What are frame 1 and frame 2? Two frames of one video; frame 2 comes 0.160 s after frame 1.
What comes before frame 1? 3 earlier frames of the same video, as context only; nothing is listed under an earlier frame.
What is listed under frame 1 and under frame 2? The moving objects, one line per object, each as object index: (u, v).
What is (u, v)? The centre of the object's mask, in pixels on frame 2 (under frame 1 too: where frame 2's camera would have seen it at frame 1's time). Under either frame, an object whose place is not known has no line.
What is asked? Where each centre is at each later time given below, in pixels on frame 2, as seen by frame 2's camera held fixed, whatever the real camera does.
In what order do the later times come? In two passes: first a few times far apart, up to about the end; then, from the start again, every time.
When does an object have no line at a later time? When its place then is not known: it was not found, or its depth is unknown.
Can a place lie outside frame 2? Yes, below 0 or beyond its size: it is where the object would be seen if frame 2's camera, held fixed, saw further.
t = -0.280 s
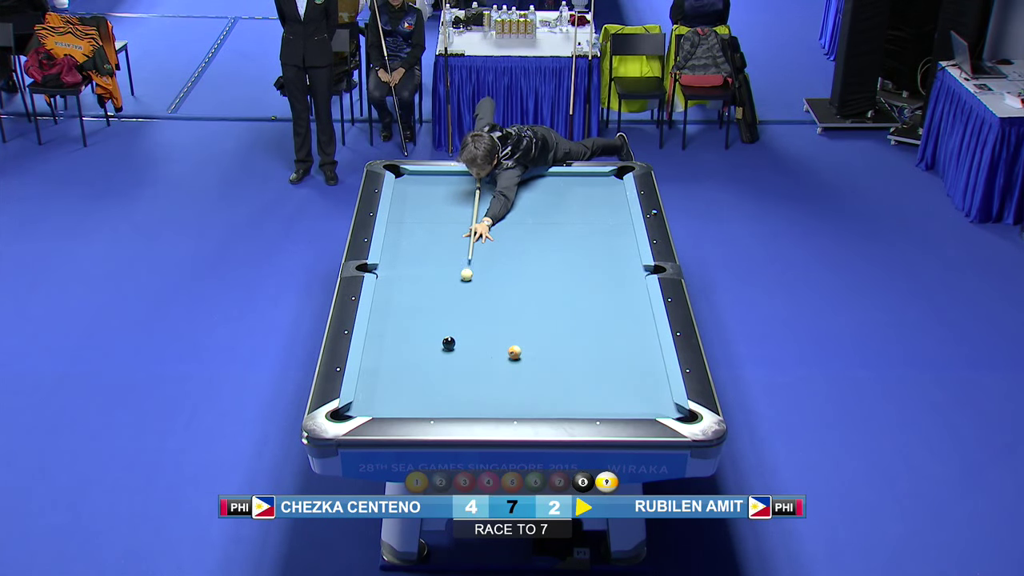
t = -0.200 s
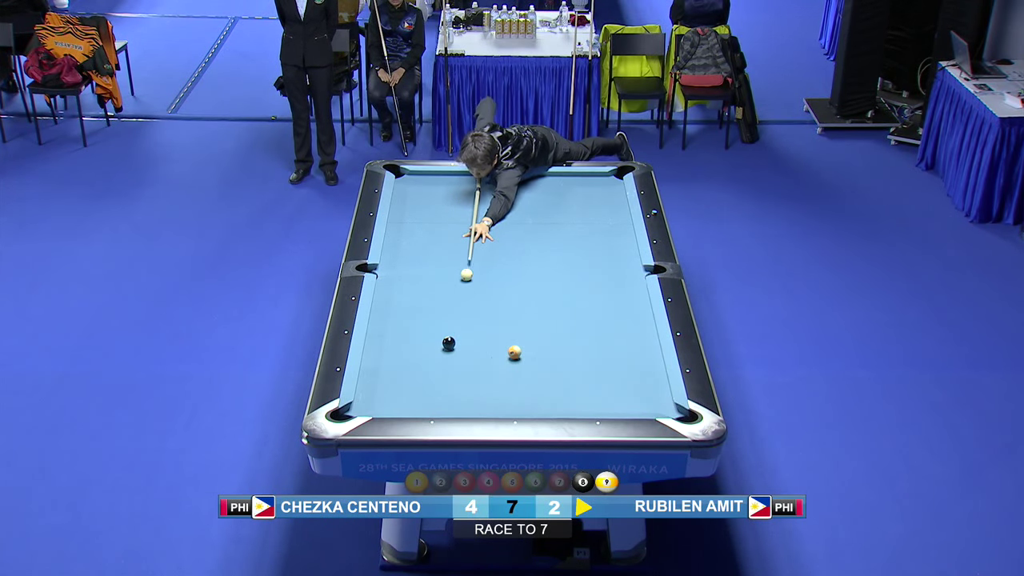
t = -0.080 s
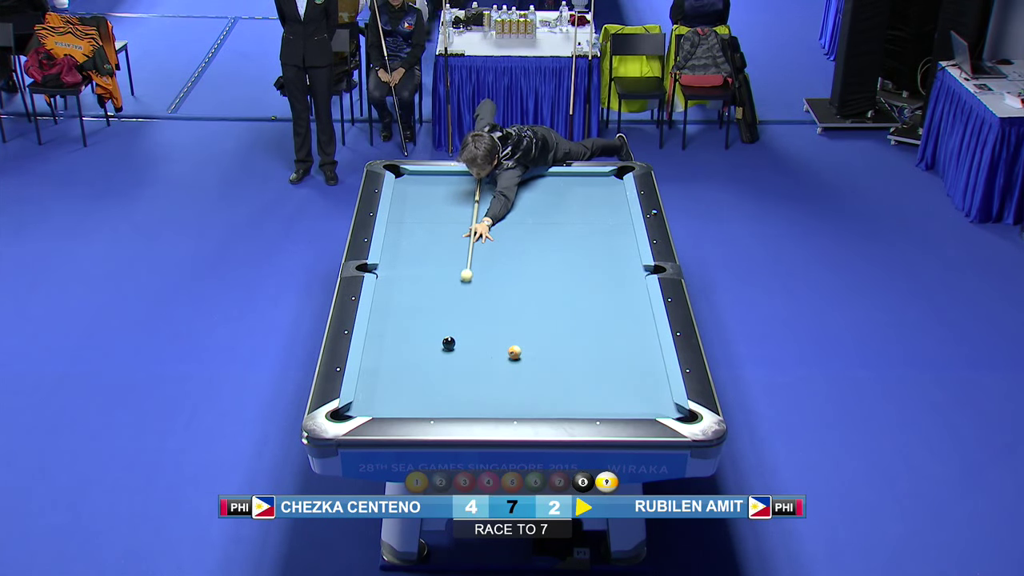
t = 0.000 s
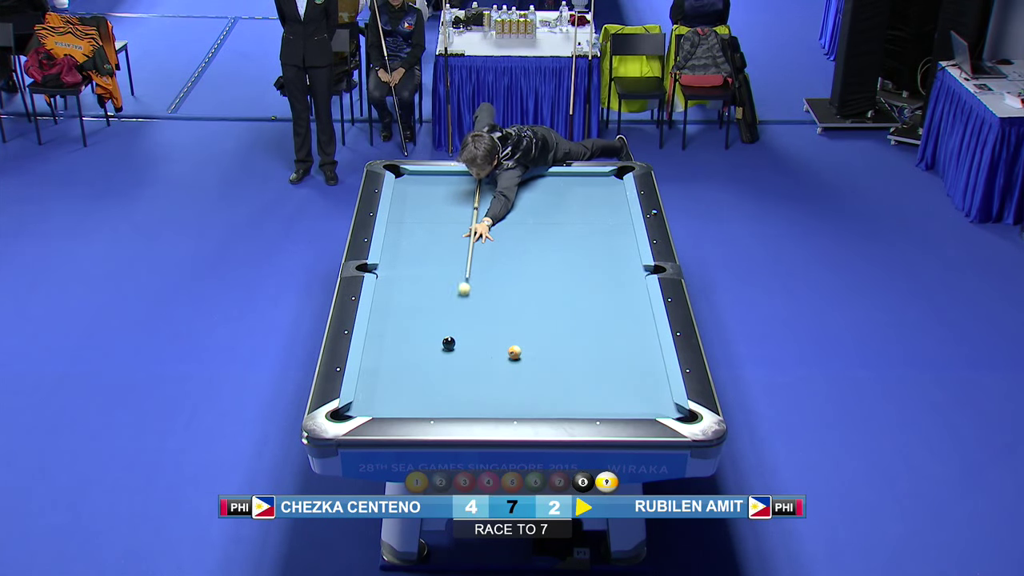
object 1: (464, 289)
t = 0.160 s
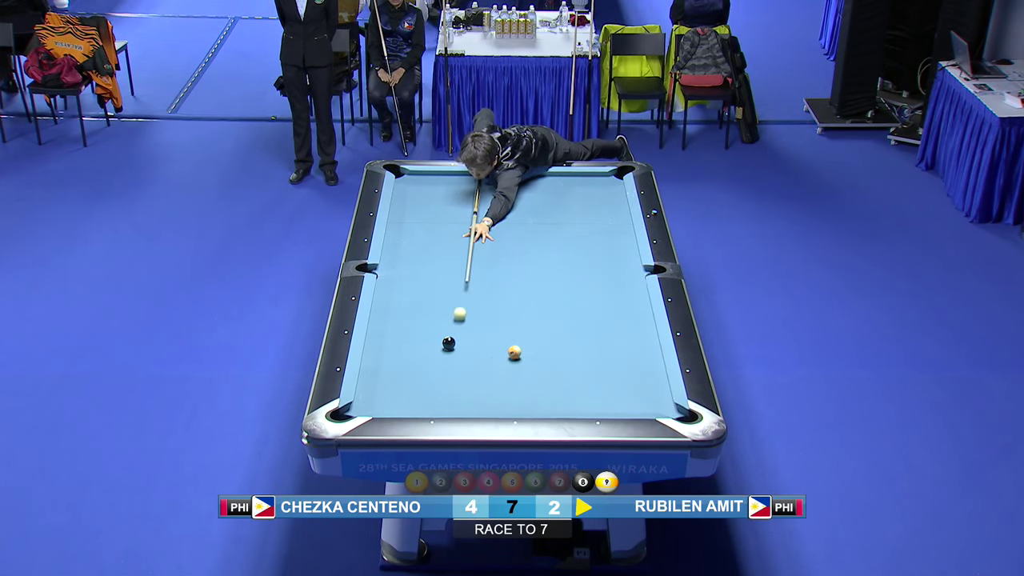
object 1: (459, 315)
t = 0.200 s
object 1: (458, 321)
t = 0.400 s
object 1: (466, 342)
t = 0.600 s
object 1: (485, 355)
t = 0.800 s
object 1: (503, 370)
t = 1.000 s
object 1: (522, 384)
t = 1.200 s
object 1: (540, 398)
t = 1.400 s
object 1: (559, 407)
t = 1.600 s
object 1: (573, 403)
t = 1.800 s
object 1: (586, 396)
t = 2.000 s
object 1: (598, 389)
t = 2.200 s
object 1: (610, 383)
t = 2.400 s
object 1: (621, 377)
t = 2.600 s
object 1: (631, 371)
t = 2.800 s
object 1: (641, 366)
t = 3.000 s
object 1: (649, 361)
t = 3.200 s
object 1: (656, 358)
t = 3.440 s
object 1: (650, 353)
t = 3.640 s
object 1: (645, 351)
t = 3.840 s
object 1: (641, 347)
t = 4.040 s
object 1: (638, 346)
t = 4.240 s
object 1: (635, 344)
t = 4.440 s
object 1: (632, 342)
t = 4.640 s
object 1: (630, 341)
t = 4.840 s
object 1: (629, 340)
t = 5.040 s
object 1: (627, 339)
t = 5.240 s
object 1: (627, 338)
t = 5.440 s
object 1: (626, 338)
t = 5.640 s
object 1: (626, 338)
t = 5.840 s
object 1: (626, 338)
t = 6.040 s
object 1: (626, 338)
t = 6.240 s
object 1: (626, 338)
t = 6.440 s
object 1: (626, 338)
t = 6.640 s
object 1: (626, 338)
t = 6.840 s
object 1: (626, 338)
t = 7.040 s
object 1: (626, 338)
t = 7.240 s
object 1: (626, 338)
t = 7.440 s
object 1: (626, 338)
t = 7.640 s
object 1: (626, 338)
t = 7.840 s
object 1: (626, 338)
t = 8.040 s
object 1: (626, 338)
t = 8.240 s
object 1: (626, 338)
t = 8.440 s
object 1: (626, 338)
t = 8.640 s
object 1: (626, 338)
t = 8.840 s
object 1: (626, 338)
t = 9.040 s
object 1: (626, 338)
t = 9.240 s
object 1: (626, 338)
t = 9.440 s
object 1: (626, 338)
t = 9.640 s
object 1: (626, 338)
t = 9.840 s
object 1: (626, 338)
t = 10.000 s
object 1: (626, 338)
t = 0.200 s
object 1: (458, 321)
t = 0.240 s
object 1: (457, 327)
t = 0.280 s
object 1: (457, 333)
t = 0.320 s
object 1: (457, 338)
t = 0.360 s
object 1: (462, 340)
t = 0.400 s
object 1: (466, 342)
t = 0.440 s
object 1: (470, 344)
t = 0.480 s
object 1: (474, 347)
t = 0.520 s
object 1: (477, 350)
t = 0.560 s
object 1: (481, 353)
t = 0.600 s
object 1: (485, 355)
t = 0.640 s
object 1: (488, 358)
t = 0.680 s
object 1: (492, 361)
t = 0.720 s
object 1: (495, 364)
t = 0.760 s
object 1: (499, 367)
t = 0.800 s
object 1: (503, 370)
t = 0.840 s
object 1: (506, 372)
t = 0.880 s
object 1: (510, 375)
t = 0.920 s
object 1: (514, 378)
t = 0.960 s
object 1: (518, 381)
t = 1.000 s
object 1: (522, 384)
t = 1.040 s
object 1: (525, 387)
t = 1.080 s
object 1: (529, 389)
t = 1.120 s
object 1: (533, 392)
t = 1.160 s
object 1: (537, 395)
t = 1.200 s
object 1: (540, 398)
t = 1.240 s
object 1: (544, 401)
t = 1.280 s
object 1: (548, 403)
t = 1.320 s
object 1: (552, 405)
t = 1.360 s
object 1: (555, 406)
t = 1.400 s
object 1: (559, 407)
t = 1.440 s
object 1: (562, 406)
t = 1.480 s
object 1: (565, 405)
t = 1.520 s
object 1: (567, 405)
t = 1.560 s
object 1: (570, 404)
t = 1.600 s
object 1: (573, 403)
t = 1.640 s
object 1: (576, 401)
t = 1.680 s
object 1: (578, 400)
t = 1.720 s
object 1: (581, 399)
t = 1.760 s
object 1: (583, 397)
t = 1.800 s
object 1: (586, 396)
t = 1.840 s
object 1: (588, 394)
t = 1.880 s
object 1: (591, 393)
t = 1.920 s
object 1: (593, 392)
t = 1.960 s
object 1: (596, 390)
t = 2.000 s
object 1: (598, 389)
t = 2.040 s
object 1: (601, 387)
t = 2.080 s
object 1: (603, 386)
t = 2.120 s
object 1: (605, 385)
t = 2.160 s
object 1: (608, 383)
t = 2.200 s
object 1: (610, 383)
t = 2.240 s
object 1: (612, 381)
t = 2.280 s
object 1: (614, 380)
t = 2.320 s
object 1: (616, 379)
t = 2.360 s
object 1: (619, 378)
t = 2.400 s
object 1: (621, 377)
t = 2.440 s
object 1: (623, 376)
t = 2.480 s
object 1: (625, 374)
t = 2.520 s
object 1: (627, 374)
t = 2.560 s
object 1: (629, 372)
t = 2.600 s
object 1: (631, 371)
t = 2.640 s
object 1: (633, 370)
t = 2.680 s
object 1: (635, 369)
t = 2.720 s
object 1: (637, 368)
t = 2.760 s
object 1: (639, 367)
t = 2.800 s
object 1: (641, 366)
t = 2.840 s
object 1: (642, 366)
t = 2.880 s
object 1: (644, 364)
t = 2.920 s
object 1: (646, 363)
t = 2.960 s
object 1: (648, 362)
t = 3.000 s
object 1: (649, 361)
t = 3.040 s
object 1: (651, 361)
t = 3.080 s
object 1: (653, 360)
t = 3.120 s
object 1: (655, 359)
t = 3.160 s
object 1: (656, 358)
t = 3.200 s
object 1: (656, 358)
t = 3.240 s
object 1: (655, 357)
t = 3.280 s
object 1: (654, 356)
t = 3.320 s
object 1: (653, 355)
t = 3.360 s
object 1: (652, 354)
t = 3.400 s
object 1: (651, 354)
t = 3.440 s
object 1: (650, 353)
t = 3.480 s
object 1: (648, 353)
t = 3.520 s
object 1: (648, 352)
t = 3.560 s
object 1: (647, 352)
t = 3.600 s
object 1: (646, 351)
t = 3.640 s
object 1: (645, 351)
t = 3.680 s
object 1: (644, 350)
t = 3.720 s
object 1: (643, 350)
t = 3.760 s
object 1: (643, 349)
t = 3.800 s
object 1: (642, 348)
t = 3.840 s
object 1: (641, 347)
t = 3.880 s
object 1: (640, 347)
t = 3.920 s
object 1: (640, 347)
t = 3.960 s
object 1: (639, 346)
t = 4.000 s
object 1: (638, 346)
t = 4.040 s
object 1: (638, 346)
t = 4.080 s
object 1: (637, 345)
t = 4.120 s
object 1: (636, 345)
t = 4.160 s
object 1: (636, 344)
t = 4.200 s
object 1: (635, 344)
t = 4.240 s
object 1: (635, 344)
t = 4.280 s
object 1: (634, 343)
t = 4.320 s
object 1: (633, 343)
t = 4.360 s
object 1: (633, 343)
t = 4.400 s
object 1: (633, 342)
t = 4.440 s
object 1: (632, 342)
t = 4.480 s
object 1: (632, 342)
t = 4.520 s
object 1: (631, 341)
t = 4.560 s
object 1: (631, 341)
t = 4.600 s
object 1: (630, 341)
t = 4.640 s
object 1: (630, 341)
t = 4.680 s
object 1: (630, 340)
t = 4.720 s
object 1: (630, 340)
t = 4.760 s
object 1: (630, 340)
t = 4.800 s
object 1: (629, 340)
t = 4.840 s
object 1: (629, 340)
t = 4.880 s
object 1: (628, 339)
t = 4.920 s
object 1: (628, 339)
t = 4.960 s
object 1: (628, 339)
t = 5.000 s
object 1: (628, 339)
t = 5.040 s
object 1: (627, 339)
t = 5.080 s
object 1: (627, 339)
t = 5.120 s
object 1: (627, 338)
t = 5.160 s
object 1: (627, 338)
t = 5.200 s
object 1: (627, 338)
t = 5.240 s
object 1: (627, 338)
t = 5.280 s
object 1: (627, 338)
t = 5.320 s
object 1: (626, 338)
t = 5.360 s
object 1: (626, 338)
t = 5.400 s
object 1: (626, 338)
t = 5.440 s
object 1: (626, 338)
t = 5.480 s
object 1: (626, 338)
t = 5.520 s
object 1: (626, 338)
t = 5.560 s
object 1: (626, 338)
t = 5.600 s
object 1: (626, 338)
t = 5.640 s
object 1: (626, 338)
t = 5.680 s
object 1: (626, 338)
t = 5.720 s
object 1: (626, 338)
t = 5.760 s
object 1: (626, 338)
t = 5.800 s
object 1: (626, 338)
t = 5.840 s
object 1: (626, 338)
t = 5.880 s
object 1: (626, 338)
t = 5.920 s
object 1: (626, 338)
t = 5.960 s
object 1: (626, 338)
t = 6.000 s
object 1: (626, 338)
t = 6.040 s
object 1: (626, 338)
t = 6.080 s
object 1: (626, 338)
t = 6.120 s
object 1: (626, 338)
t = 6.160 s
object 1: (626, 338)
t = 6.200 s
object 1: (626, 338)
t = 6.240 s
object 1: (626, 338)
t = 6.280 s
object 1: (626, 338)
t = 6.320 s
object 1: (626, 338)
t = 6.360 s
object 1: (626, 338)
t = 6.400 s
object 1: (626, 338)
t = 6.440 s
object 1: (626, 338)
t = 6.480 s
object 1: (626, 338)
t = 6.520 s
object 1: (626, 338)
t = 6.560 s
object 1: (626, 338)
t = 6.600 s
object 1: (626, 338)
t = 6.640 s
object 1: (626, 338)
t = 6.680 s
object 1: (626, 338)
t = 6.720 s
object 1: (626, 338)
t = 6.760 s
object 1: (626, 338)
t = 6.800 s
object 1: (626, 338)
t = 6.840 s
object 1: (626, 338)
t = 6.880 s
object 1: (626, 338)
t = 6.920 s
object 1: (626, 338)
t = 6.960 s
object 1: (626, 338)
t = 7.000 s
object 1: (626, 338)
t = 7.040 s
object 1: (626, 338)
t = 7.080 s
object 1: (626, 338)
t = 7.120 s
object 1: (626, 338)
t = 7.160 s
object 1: (626, 338)
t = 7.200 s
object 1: (626, 338)
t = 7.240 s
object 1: (626, 338)
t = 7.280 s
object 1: (626, 338)
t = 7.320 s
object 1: (626, 338)
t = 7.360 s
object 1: (626, 338)
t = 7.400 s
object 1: (626, 338)
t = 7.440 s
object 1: (626, 338)
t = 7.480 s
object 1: (626, 338)
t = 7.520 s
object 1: (626, 338)
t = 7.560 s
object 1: (626, 338)
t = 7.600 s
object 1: (626, 338)
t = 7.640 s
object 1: (626, 338)
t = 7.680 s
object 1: (626, 338)
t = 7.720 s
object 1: (626, 338)
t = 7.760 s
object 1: (626, 338)
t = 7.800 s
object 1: (626, 338)
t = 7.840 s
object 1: (626, 338)
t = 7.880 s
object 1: (626, 338)
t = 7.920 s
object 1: (626, 338)
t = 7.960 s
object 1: (626, 338)
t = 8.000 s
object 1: (626, 338)
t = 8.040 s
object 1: (626, 338)
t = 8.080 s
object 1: (626, 338)
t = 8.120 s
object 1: (626, 338)
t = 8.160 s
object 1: (626, 338)
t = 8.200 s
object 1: (626, 338)
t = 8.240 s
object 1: (626, 338)
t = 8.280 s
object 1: (626, 338)
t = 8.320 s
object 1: (626, 338)
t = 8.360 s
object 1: (626, 338)
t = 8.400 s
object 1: (626, 338)
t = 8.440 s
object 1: (626, 338)
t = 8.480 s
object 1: (626, 338)
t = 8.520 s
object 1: (626, 338)
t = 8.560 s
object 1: (626, 338)
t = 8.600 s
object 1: (626, 338)
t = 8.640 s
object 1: (626, 338)
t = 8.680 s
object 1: (626, 338)
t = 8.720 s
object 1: (626, 338)
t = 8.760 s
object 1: (626, 338)
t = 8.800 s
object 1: (626, 338)
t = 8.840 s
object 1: (626, 338)
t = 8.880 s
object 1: (626, 338)
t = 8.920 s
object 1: (626, 338)
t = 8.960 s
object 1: (626, 338)
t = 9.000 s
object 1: (626, 338)
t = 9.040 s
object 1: (626, 338)
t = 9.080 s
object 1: (626, 338)
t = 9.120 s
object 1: (626, 338)
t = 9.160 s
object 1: (626, 338)
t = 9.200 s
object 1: (626, 338)
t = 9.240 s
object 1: (626, 338)
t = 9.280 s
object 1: (626, 338)
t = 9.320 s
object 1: (626, 338)
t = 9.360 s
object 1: (626, 338)
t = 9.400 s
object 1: (626, 338)
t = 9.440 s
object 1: (626, 338)
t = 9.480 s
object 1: (626, 338)
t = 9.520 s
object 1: (626, 338)
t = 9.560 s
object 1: (626, 338)
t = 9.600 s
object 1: (626, 338)
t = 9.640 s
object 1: (626, 338)
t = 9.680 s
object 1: (626, 338)
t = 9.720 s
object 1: (626, 338)
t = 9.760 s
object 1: (626, 338)
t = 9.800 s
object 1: (626, 338)
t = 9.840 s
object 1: (626, 338)
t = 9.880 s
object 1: (626, 338)
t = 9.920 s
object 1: (626, 338)
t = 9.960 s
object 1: (626, 338)
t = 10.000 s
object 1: (626, 338)
